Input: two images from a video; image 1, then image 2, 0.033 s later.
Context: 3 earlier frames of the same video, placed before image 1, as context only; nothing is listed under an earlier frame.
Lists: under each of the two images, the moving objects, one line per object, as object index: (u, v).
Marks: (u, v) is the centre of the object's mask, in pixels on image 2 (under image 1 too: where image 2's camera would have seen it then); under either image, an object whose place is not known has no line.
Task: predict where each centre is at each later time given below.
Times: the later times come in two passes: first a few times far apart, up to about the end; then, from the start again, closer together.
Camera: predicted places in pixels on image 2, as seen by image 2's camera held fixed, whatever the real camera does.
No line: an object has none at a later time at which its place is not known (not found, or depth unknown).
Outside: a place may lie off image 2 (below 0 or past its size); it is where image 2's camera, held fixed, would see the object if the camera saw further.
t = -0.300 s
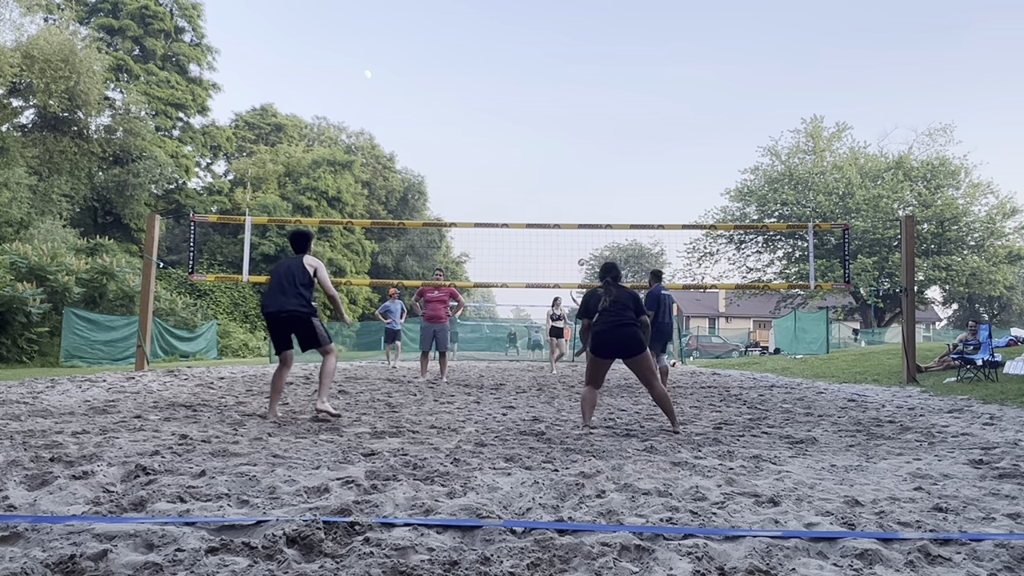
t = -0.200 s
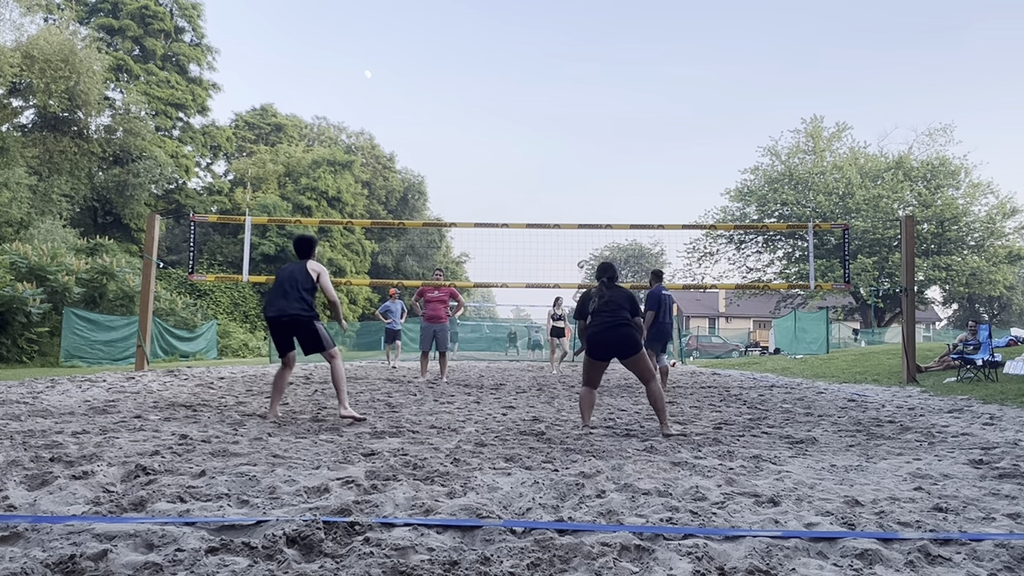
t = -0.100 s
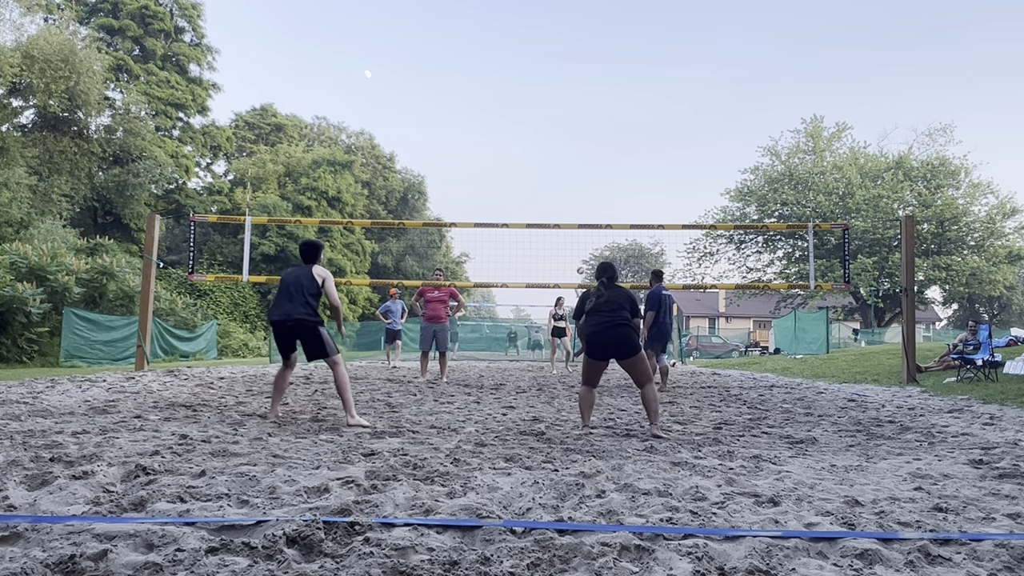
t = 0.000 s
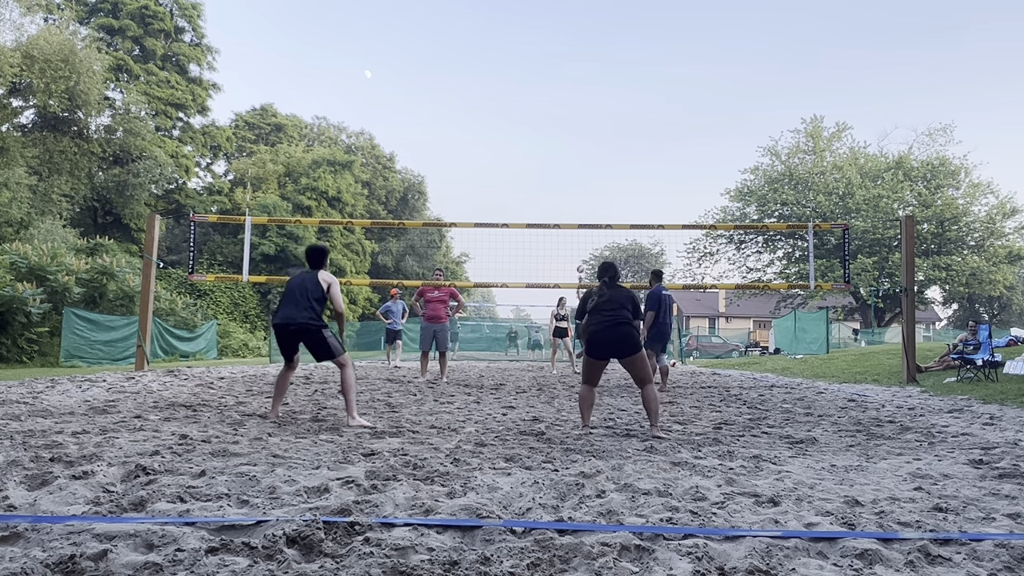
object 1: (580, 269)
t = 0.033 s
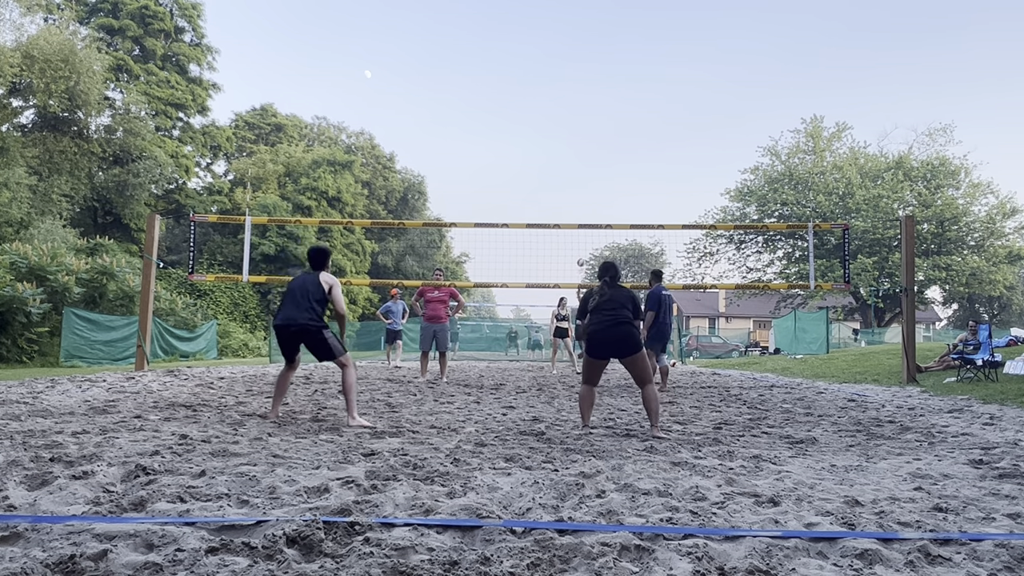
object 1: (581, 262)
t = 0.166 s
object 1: (583, 236)
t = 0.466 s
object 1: (594, 182)
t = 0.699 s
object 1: (603, 155)
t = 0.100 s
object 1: (582, 249)
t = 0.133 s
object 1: (582, 243)
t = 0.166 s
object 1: (583, 236)
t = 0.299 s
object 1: (586, 210)
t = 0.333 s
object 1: (588, 204)
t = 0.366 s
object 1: (589, 198)
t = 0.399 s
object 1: (590, 193)
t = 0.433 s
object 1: (592, 187)
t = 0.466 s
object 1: (594, 182)
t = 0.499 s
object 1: (595, 176)
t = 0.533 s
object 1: (596, 172)
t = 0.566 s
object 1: (598, 167)
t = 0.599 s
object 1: (599, 163)
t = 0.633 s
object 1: (600, 160)
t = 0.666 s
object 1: (602, 157)
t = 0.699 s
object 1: (603, 155)
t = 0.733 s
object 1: (604, 154)
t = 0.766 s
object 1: (605, 154)
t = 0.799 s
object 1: (606, 154)
